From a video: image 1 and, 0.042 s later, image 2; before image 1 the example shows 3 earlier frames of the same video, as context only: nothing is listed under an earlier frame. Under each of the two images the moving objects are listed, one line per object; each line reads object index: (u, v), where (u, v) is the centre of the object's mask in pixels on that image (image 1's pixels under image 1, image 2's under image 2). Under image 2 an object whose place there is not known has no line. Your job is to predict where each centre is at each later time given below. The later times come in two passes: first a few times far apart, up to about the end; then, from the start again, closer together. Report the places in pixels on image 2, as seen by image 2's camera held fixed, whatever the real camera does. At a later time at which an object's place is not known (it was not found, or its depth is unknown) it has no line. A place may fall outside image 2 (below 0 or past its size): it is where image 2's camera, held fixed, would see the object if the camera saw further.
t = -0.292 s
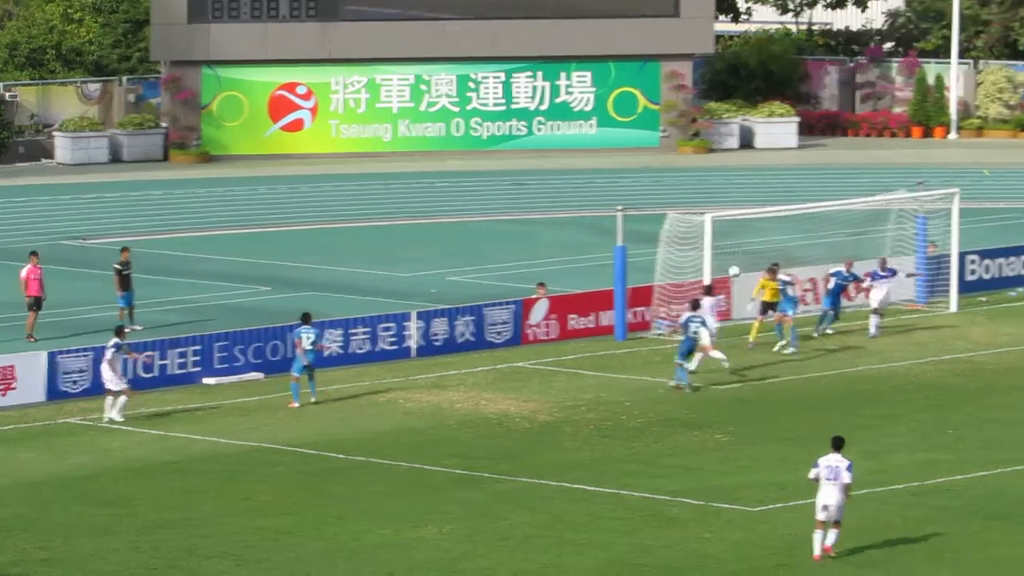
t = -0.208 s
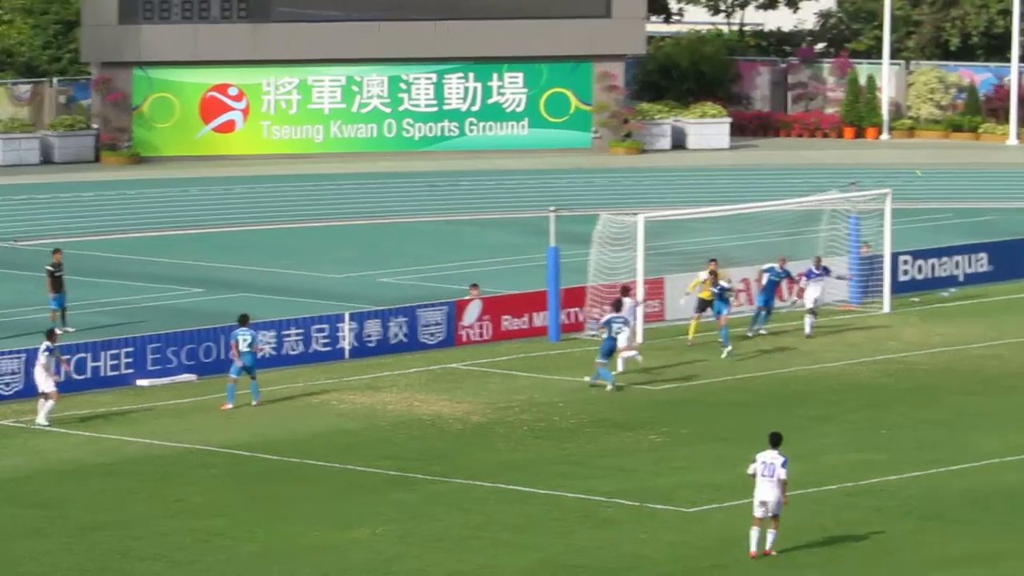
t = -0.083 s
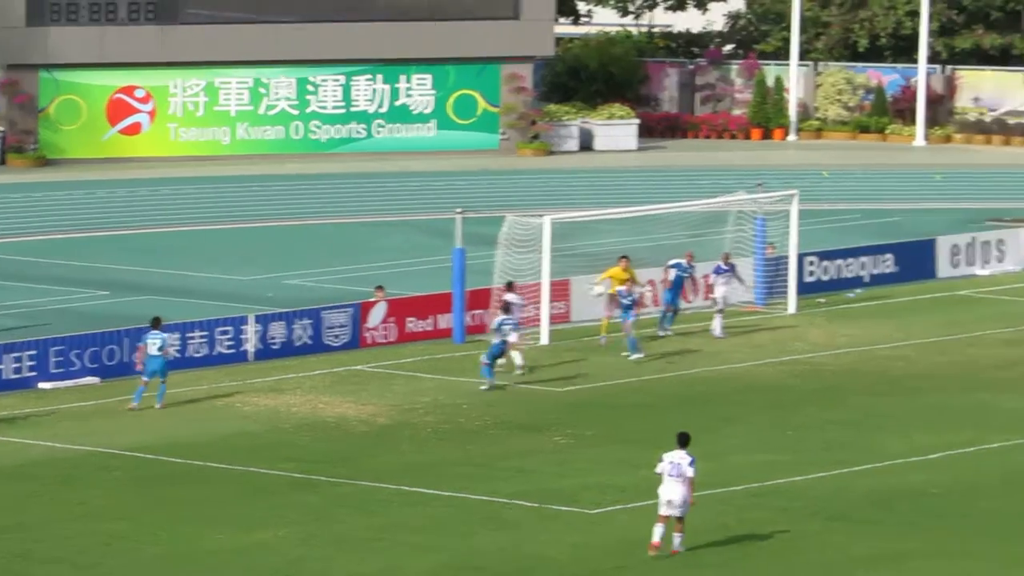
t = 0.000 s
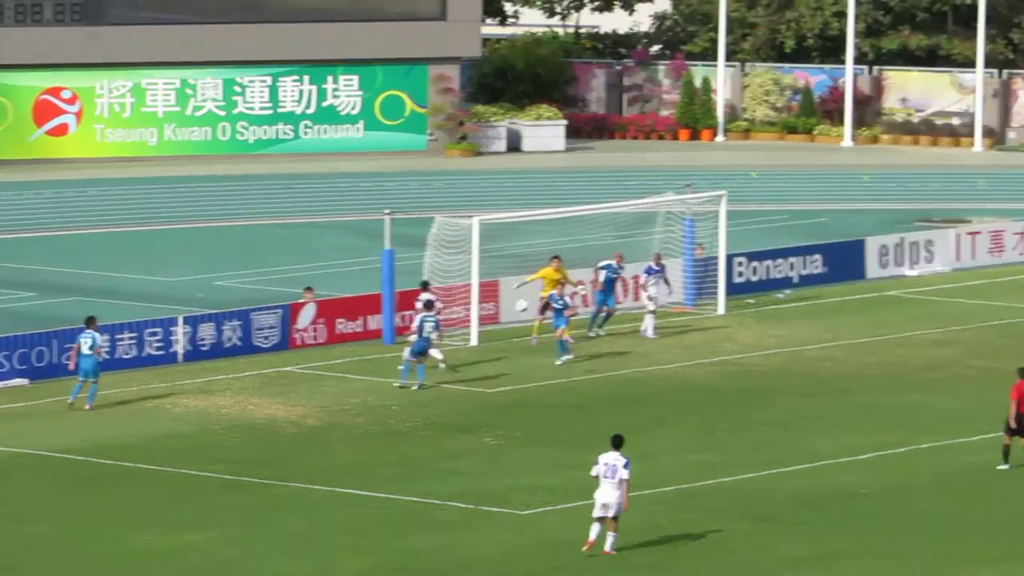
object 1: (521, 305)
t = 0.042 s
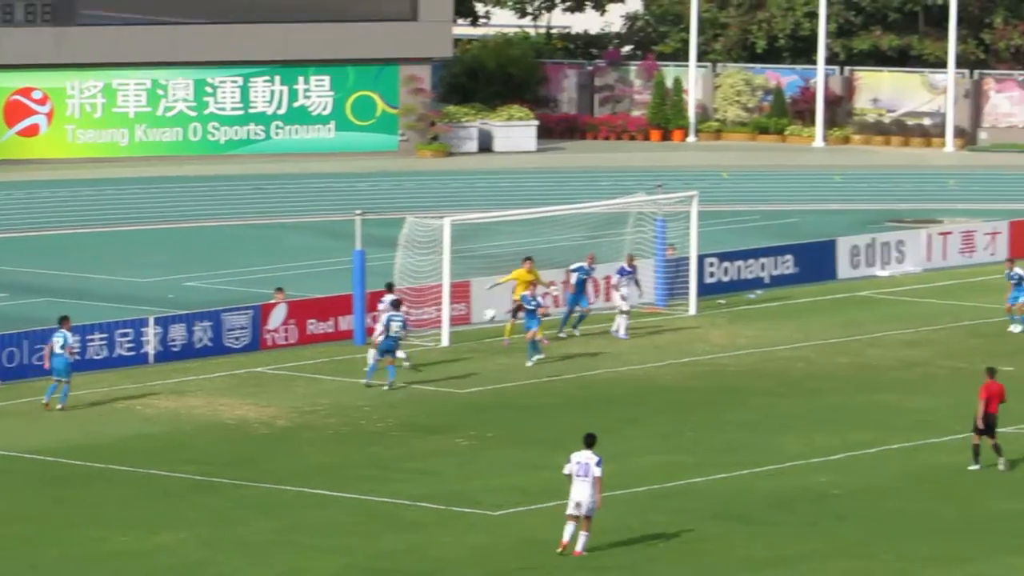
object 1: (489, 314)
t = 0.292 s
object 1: (471, 386)
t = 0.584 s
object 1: (470, 379)
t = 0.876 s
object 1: (469, 395)
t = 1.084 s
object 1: (467, 434)
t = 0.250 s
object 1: (474, 372)
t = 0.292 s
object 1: (471, 386)
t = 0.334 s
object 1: (469, 403)
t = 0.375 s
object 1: (469, 400)
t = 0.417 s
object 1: (469, 393)
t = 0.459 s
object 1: (469, 388)
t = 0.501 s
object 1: (470, 384)
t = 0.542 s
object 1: (470, 381)
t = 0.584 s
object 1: (470, 379)
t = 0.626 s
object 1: (470, 378)
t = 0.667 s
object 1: (470, 378)
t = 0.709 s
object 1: (470, 379)
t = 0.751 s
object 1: (470, 382)
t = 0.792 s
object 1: (469, 385)
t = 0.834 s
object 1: (469, 390)
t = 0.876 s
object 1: (469, 395)
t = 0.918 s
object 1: (469, 402)
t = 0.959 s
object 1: (468, 409)
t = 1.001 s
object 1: (468, 418)
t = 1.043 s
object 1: (467, 428)
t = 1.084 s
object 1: (467, 434)
